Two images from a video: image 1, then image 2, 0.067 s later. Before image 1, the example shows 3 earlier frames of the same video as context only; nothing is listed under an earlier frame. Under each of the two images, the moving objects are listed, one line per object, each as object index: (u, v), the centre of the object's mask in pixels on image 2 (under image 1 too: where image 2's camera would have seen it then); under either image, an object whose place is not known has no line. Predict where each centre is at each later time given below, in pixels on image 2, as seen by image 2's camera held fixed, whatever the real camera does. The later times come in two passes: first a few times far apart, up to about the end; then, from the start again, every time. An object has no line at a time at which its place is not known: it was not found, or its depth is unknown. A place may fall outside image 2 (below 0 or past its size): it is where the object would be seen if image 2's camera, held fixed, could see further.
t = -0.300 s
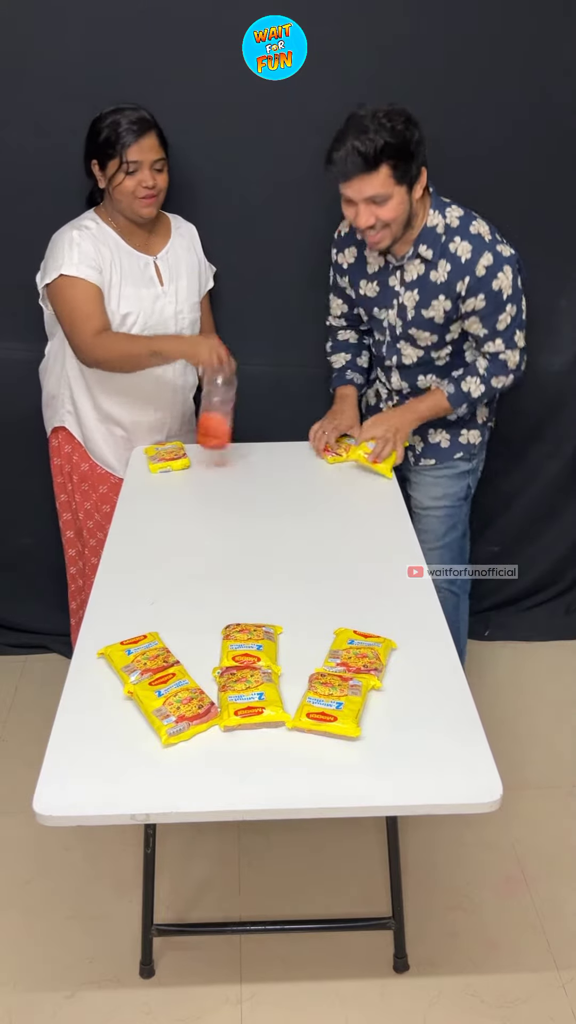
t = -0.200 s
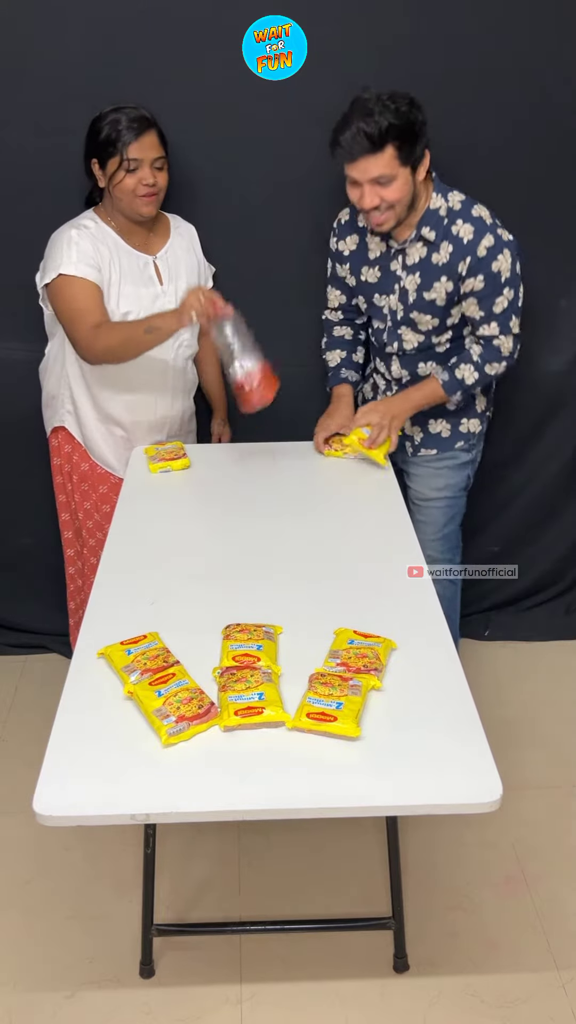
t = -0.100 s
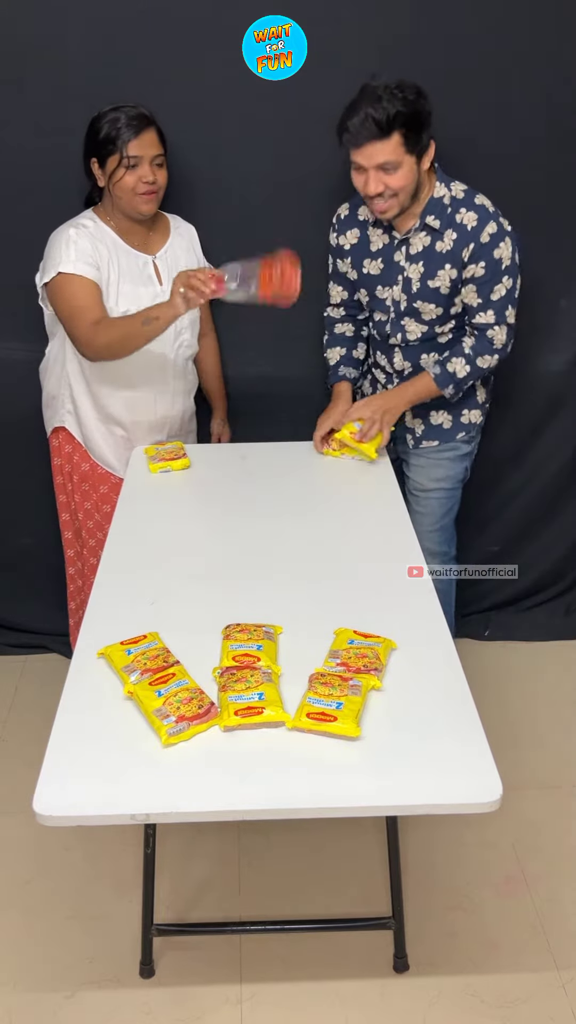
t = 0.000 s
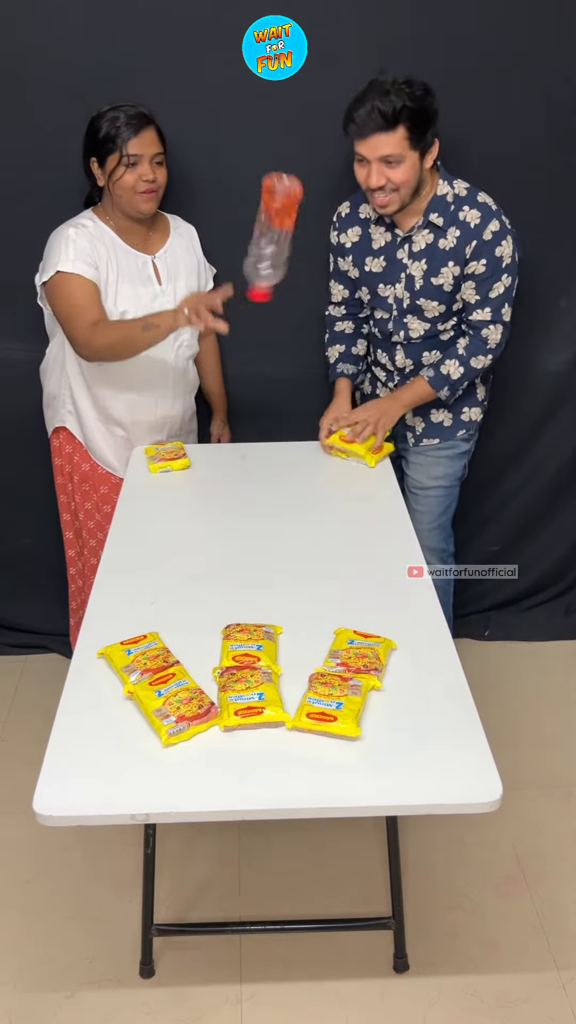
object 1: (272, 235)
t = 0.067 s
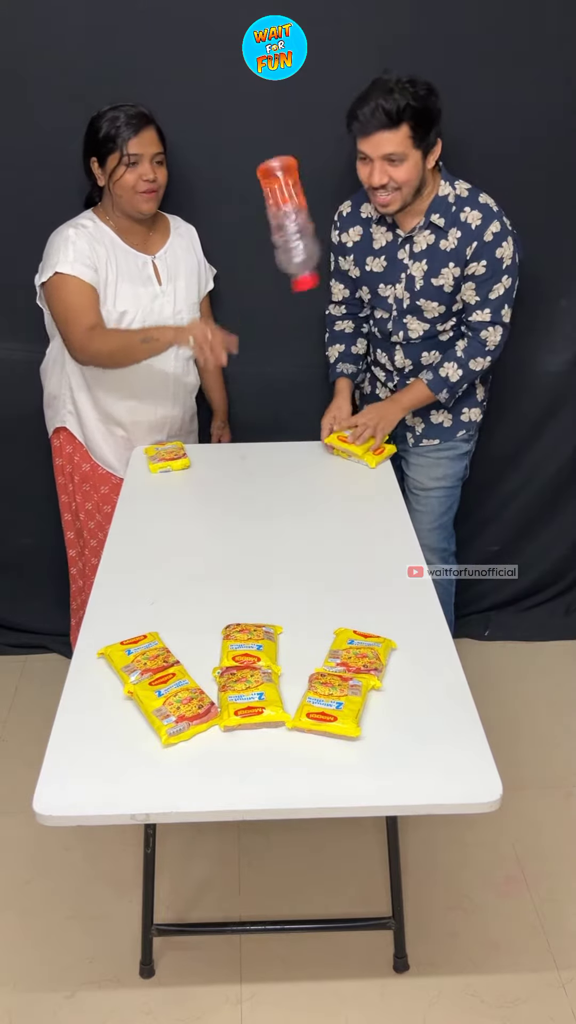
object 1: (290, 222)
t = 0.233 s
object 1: (307, 260)
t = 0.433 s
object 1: (306, 473)
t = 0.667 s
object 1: (276, 472)
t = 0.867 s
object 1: (259, 494)
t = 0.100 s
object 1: (297, 217)
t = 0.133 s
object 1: (302, 217)
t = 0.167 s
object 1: (304, 223)
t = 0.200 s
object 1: (306, 237)
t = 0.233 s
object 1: (307, 260)
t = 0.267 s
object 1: (308, 288)
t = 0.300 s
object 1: (308, 321)
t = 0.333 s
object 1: (308, 361)
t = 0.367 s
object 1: (309, 400)
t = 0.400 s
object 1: (309, 449)
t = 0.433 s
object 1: (306, 473)
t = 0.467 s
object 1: (301, 472)
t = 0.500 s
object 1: (298, 472)
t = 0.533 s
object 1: (294, 472)
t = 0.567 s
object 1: (290, 471)
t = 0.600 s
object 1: (286, 471)
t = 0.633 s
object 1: (282, 471)
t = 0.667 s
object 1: (276, 472)
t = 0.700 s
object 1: (269, 475)
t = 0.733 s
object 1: (264, 481)
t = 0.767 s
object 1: (259, 492)
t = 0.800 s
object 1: (259, 491)
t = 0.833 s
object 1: (259, 492)
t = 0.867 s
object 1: (259, 494)
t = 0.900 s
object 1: (259, 495)
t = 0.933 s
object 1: (259, 495)
